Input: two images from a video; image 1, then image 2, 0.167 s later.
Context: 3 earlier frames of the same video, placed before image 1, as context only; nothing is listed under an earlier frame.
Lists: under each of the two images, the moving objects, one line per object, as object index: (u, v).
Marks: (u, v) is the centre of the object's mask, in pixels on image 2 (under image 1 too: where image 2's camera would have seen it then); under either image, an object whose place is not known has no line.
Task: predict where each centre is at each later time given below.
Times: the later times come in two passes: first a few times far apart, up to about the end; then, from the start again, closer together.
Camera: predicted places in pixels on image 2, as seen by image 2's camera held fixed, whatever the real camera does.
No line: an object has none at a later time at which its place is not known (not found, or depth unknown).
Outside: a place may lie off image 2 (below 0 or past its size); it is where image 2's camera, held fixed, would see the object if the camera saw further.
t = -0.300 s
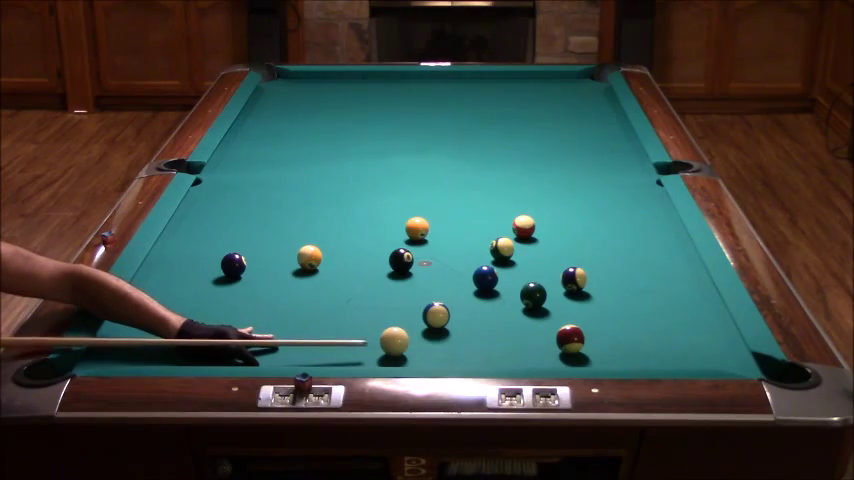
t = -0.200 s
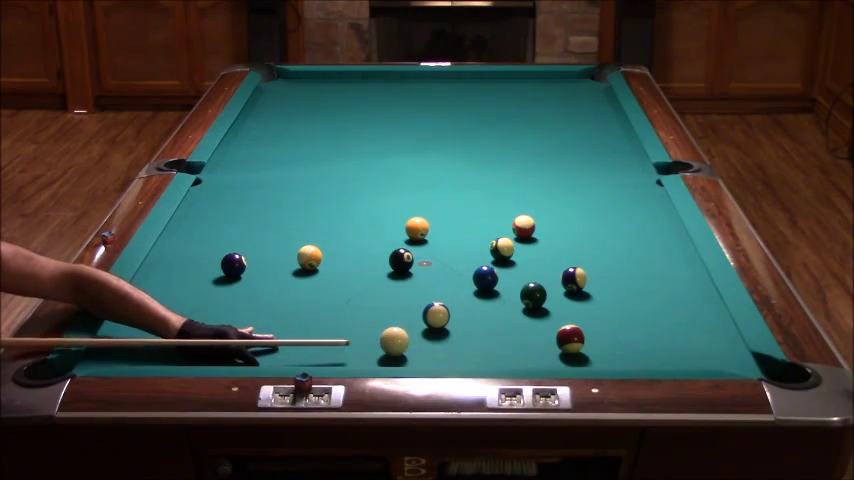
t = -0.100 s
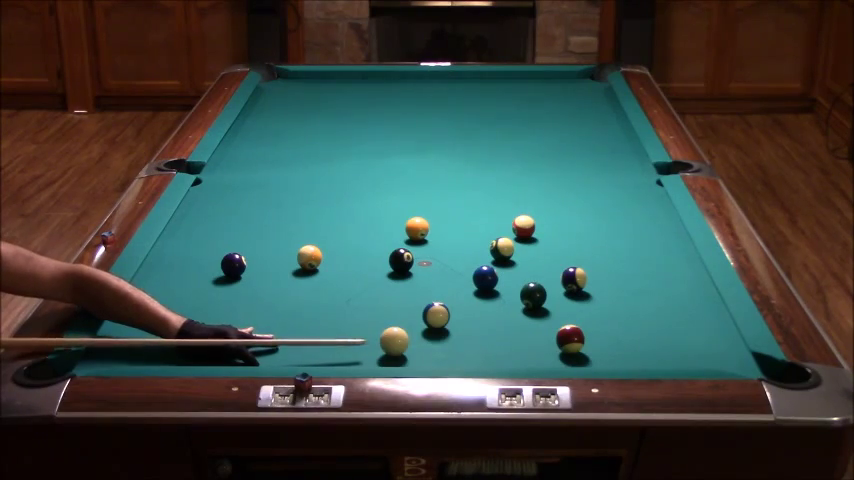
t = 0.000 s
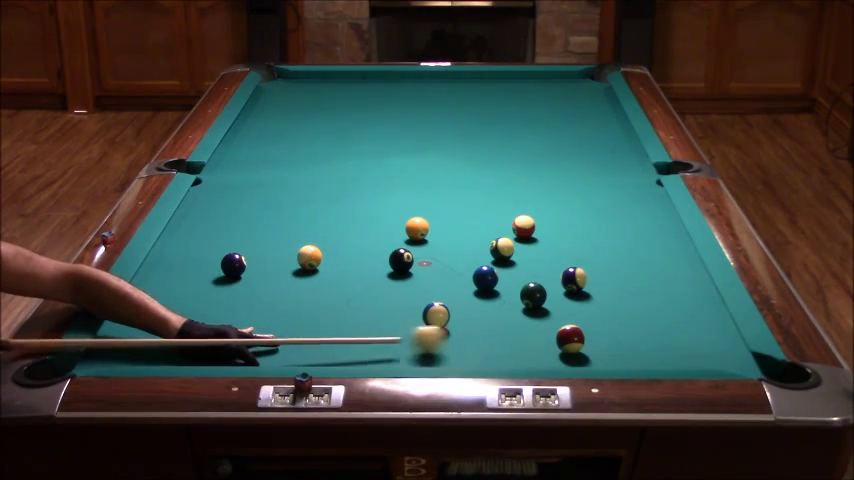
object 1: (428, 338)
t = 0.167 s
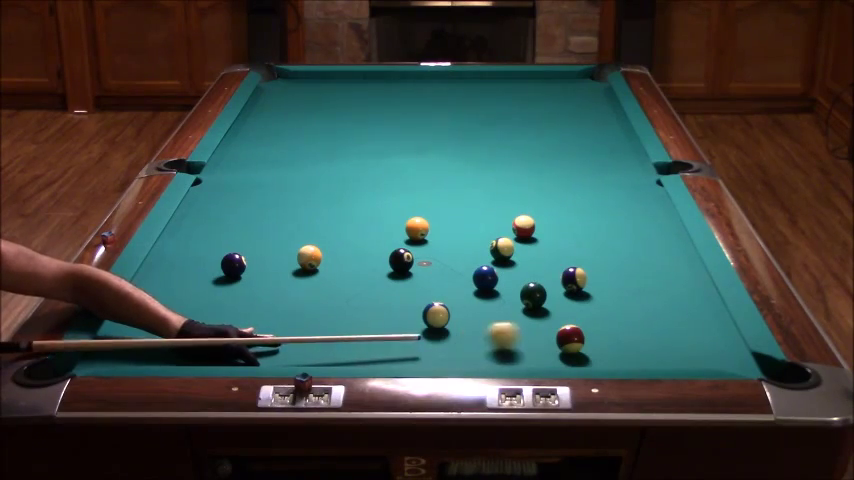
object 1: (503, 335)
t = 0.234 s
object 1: (530, 334)
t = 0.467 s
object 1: (567, 322)
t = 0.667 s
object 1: (593, 312)
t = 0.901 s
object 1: (619, 300)
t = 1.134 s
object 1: (643, 290)
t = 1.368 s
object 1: (666, 281)
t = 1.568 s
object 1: (683, 274)
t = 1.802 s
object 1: (687, 268)
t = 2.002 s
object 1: (677, 263)
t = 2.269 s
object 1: (667, 259)
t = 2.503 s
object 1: (659, 255)
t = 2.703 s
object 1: (654, 252)
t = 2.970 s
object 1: (648, 250)
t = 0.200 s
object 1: (517, 334)
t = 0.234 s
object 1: (530, 334)
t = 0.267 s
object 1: (542, 333)
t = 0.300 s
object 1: (546, 331)
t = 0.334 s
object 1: (549, 329)
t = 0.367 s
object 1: (553, 327)
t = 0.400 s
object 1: (558, 325)
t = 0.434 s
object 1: (562, 323)
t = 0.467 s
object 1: (567, 322)
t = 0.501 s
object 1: (571, 320)
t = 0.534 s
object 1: (576, 318)
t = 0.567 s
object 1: (580, 316)
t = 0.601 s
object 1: (584, 315)
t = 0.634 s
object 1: (588, 313)
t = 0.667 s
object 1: (593, 312)
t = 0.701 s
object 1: (596, 310)
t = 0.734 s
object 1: (600, 308)
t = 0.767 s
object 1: (604, 306)
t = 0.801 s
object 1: (608, 305)
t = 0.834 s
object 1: (612, 303)
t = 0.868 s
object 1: (615, 302)
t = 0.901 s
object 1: (619, 300)
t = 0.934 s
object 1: (623, 299)
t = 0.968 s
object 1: (626, 297)
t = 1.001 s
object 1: (630, 296)
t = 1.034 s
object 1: (633, 294)
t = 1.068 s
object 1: (637, 293)
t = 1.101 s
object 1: (640, 291)
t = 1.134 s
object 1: (643, 290)
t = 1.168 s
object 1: (647, 289)
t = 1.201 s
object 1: (650, 288)
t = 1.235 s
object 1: (653, 286)
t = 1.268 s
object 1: (657, 285)
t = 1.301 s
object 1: (659, 284)
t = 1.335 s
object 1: (663, 282)
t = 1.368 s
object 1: (666, 281)
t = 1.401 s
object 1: (669, 280)
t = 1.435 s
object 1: (672, 279)
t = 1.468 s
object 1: (674, 278)
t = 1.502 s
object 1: (677, 276)
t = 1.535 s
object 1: (680, 275)
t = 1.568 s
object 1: (683, 274)
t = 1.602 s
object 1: (686, 273)
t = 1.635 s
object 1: (689, 272)
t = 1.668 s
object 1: (691, 271)
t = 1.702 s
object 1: (693, 270)
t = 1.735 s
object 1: (691, 269)
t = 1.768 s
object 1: (689, 268)
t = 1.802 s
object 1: (687, 268)
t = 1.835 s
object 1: (686, 267)
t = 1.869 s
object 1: (684, 266)
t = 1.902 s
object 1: (682, 265)
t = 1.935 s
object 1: (681, 265)
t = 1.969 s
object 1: (679, 264)
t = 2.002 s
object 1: (677, 263)
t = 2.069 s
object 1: (675, 262)
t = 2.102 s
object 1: (673, 261)
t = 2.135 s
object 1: (671, 261)
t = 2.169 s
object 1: (670, 260)
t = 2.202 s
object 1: (669, 260)
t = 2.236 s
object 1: (668, 259)
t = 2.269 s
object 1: (667, 259)
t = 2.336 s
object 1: (664, 257)
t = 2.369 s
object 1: (663, 257)
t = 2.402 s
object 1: (662, 256)
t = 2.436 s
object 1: (661, 256)
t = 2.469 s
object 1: (660, 255)
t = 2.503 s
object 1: (659, 255)
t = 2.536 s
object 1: (658, 255)
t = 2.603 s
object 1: (656, 254)
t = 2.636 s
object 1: (655, 253)
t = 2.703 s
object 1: (654, 252)
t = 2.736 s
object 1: (653, 252)
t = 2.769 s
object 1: (652, 252)
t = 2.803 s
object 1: (651, 251)
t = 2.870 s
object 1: (650, 251)
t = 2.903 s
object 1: (649, 250)
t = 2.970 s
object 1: (648, 250)
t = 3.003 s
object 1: (648, 250)
